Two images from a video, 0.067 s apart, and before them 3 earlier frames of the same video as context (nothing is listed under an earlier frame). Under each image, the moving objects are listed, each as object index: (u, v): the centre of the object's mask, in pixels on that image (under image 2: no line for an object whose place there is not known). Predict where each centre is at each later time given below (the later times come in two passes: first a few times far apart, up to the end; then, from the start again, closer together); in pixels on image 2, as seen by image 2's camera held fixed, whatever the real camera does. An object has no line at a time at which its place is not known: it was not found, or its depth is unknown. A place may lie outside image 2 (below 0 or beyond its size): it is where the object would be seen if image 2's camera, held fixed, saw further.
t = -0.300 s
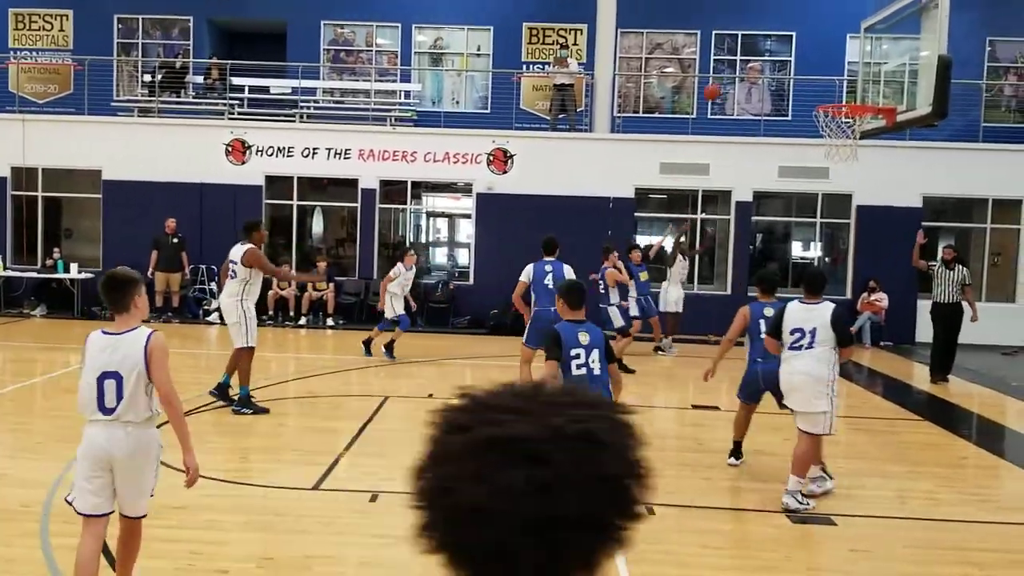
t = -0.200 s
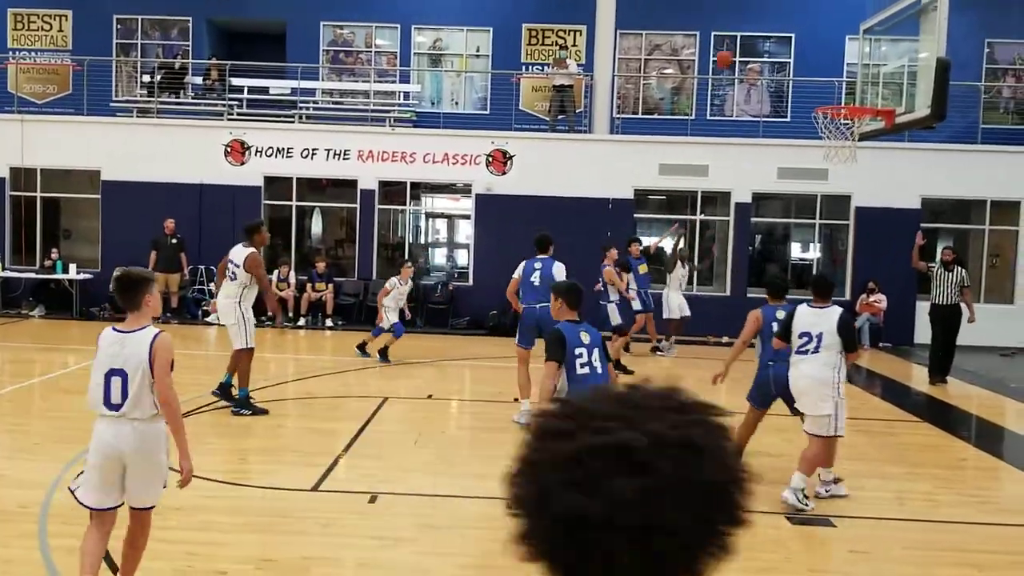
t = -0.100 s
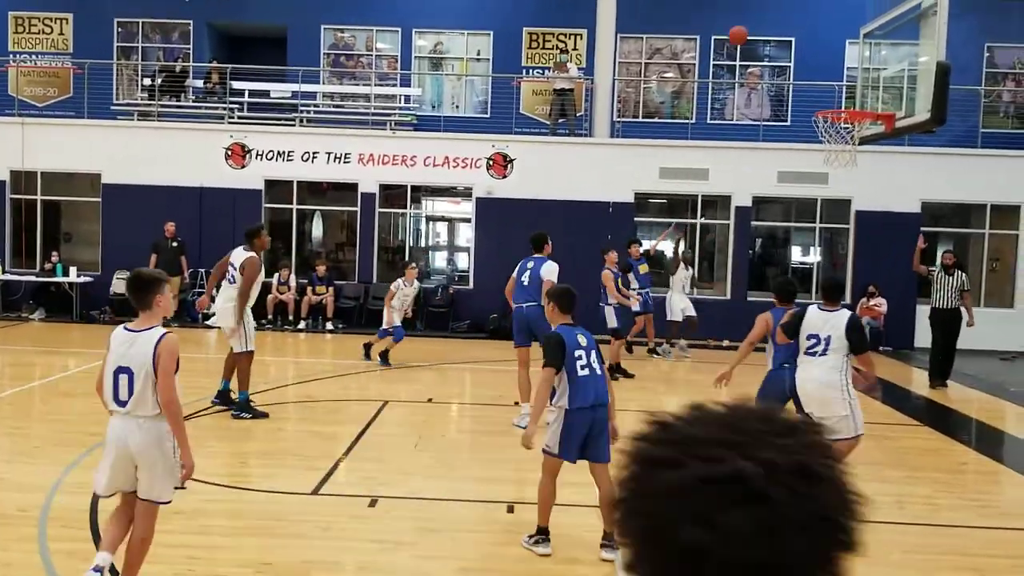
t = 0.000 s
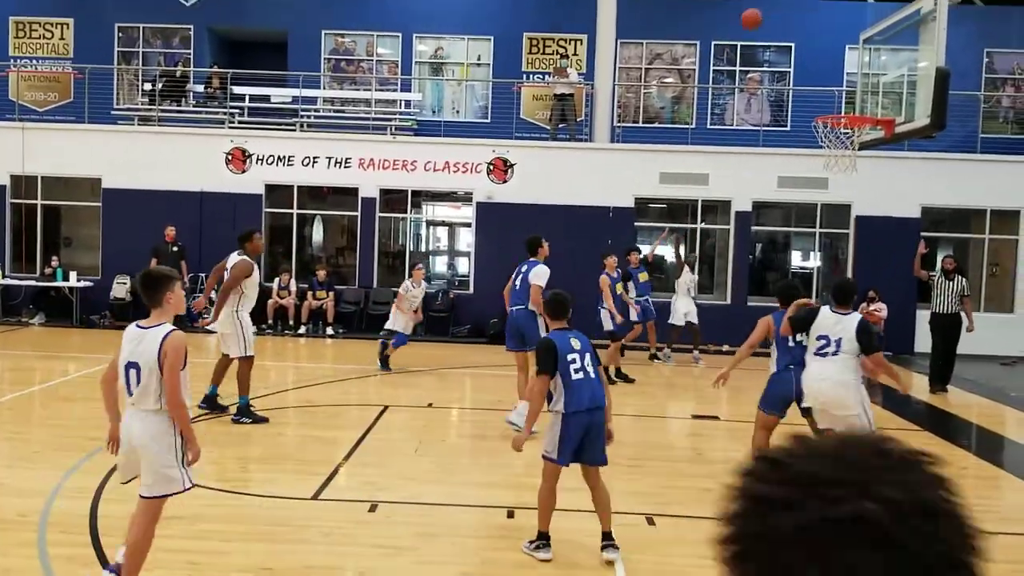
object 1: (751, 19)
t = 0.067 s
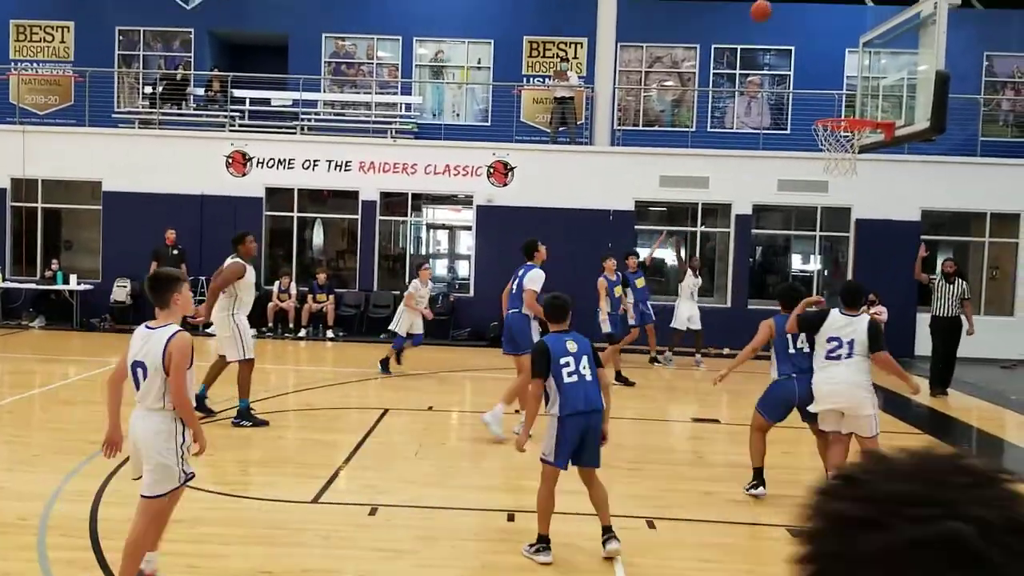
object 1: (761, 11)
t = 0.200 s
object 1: (781, -1)
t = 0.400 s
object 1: (814, 7)
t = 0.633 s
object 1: (858, 81)
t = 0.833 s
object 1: (836, 45)
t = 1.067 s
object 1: (775, -23)
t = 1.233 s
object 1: (727, -33)
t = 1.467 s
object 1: (653, 12)
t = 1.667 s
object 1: (584, 109)
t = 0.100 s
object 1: (766, 6)
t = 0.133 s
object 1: (771, 4)
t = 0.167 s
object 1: (776, 1)
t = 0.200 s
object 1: (781, -1)
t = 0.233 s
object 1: (786, -3)
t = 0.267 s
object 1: (792, -3)
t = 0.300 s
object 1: (797, -3)
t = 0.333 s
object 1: (803, -1)
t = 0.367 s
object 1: (808, 3)
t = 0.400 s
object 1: (814, 7)
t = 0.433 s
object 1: (820, 13)
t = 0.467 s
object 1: (826, 21)
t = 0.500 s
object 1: (832, 29)
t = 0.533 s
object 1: (838, 39)
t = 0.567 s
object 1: (844, 50)
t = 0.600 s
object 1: (851, 65)
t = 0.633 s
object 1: (858, 81)
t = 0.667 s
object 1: (865, 97)
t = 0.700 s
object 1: (869, 109)
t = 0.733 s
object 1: (862, 93)
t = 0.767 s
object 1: (852, 76)
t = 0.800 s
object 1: (844, 60)
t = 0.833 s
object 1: (836, 45)
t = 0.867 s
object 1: (828, 32)
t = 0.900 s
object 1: (820, 19)
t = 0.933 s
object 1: (811, 7)
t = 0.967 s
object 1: (802, -2)
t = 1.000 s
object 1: (793, -10)
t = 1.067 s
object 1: (775, -23)
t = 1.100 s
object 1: (766, -28)
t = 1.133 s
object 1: (756, -31)
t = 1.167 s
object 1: (746, -33)
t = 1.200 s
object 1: (737, -34)
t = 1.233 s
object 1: (727, -33)
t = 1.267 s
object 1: (716, -31)
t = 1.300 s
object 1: (706, -28)
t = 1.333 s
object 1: (696, -23)
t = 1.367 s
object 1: (685, -17)
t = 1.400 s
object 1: (675, -9)
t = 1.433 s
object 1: (664, 0)
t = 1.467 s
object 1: (653, 12)
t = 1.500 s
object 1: (641, 23)
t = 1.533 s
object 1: (630, 37)
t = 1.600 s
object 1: (607, 71)
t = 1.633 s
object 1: (595, 90)
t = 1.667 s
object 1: (584, 109)
